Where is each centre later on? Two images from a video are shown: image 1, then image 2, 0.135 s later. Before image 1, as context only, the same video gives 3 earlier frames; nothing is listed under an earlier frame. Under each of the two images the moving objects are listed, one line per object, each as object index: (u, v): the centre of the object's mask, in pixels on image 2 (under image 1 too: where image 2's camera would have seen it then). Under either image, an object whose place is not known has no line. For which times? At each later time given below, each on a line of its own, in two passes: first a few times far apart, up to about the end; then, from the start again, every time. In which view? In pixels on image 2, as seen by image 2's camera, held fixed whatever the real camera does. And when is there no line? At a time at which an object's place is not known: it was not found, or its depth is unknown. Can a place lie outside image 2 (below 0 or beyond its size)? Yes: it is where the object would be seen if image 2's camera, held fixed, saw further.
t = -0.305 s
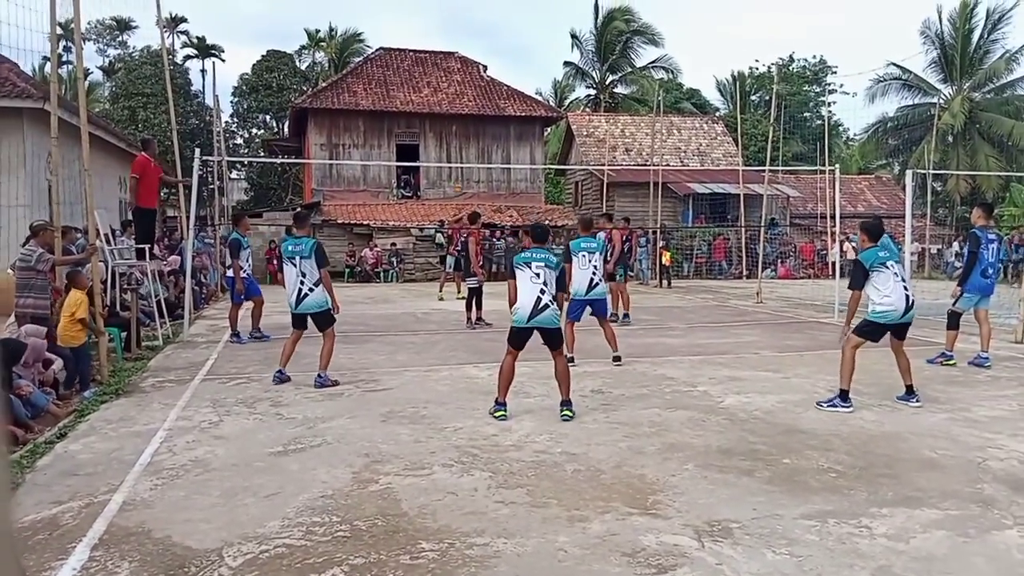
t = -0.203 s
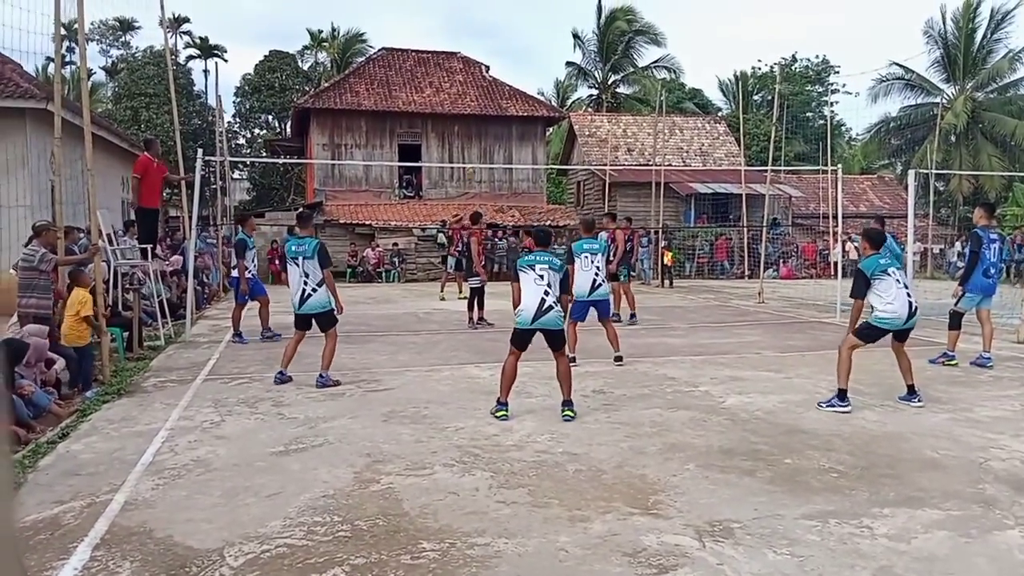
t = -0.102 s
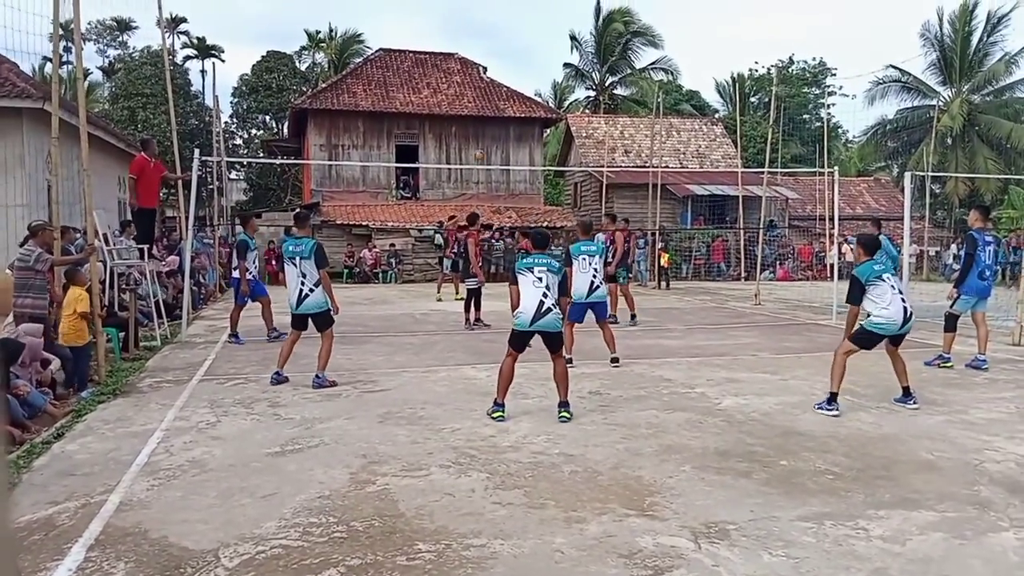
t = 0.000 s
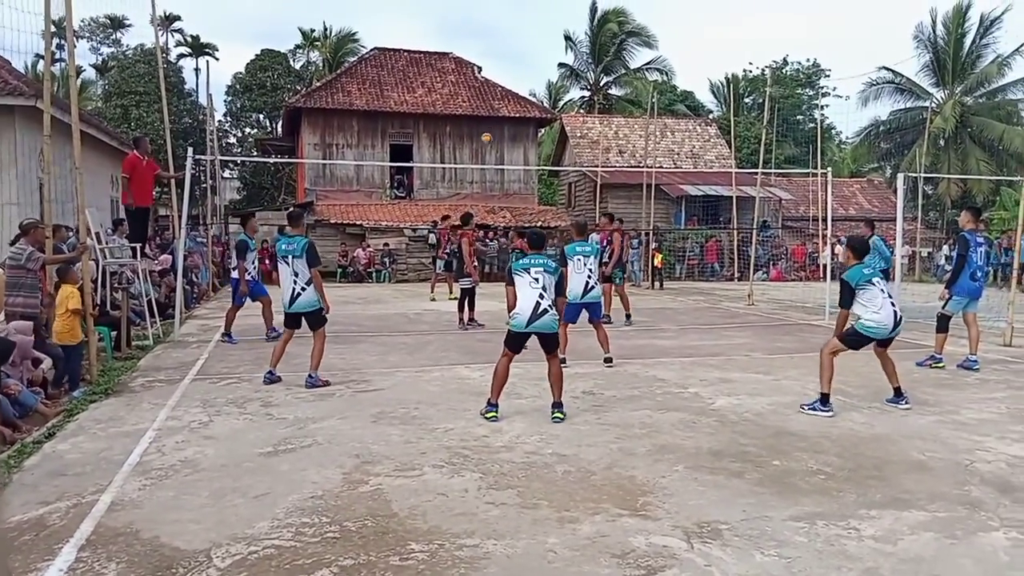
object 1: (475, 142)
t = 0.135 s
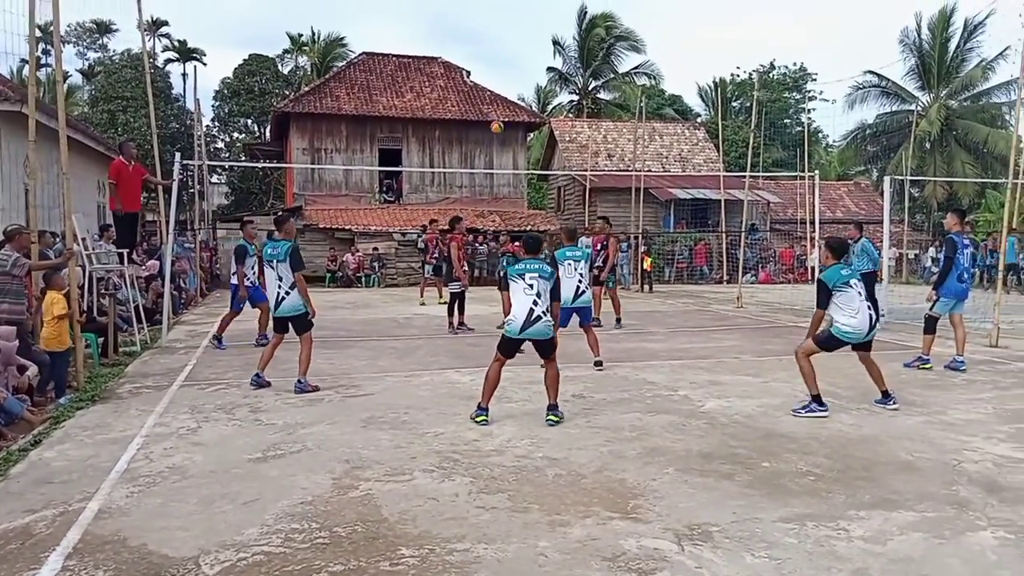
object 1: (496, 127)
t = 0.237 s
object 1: (517, 122)
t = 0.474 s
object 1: (587, 148)
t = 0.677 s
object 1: (695, 247)
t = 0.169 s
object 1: (503, 125)
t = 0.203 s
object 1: (509, 123)
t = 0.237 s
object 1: (517, 122)
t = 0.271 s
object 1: (525, 123)
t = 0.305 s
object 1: (533, 124)
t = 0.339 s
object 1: (542, 125)
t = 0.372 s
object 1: (552, 130)
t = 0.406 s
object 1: (562, 132)
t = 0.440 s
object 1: (574, 139)
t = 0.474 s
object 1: (587, 148)
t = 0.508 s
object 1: (601, 157)
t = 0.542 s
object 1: (616, 169)
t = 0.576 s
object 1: (632, 184)
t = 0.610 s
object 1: (652, 200)
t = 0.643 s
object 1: (672, 222)
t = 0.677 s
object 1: (695, 247)
